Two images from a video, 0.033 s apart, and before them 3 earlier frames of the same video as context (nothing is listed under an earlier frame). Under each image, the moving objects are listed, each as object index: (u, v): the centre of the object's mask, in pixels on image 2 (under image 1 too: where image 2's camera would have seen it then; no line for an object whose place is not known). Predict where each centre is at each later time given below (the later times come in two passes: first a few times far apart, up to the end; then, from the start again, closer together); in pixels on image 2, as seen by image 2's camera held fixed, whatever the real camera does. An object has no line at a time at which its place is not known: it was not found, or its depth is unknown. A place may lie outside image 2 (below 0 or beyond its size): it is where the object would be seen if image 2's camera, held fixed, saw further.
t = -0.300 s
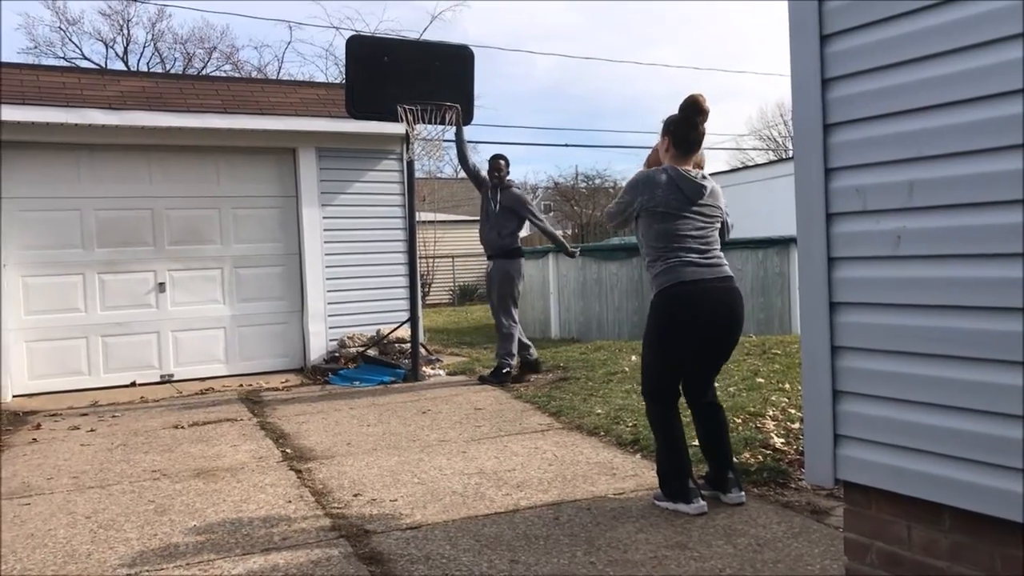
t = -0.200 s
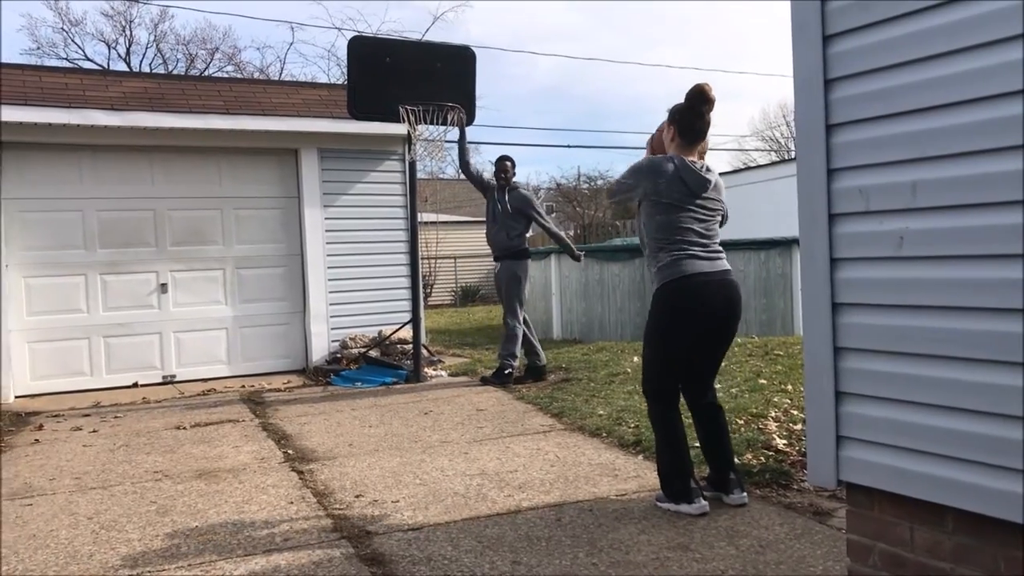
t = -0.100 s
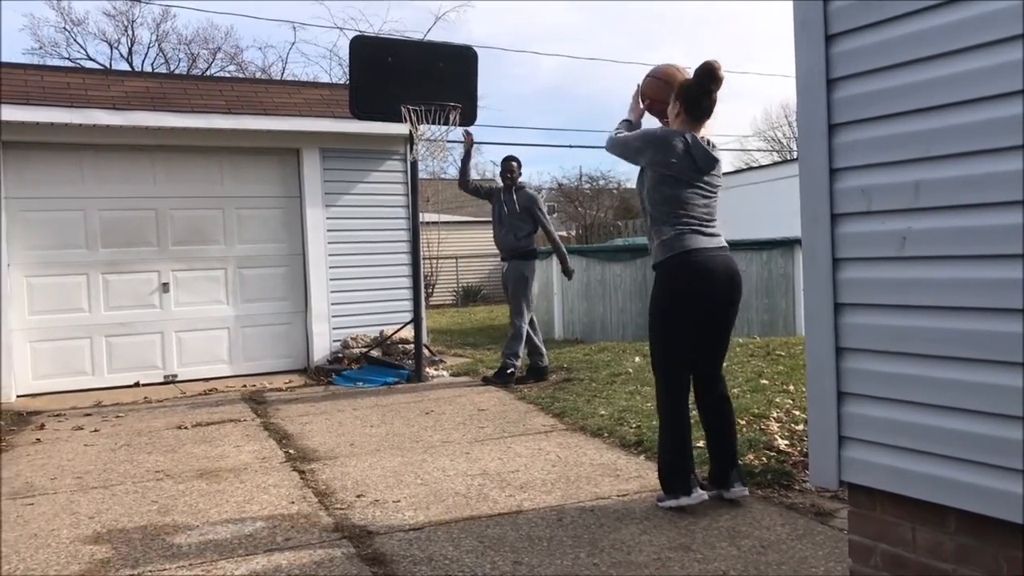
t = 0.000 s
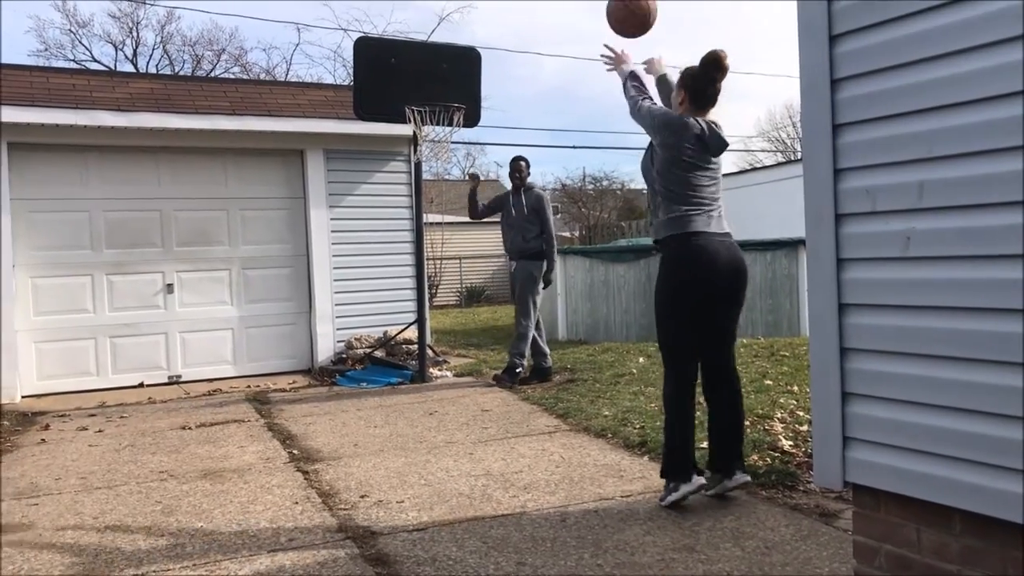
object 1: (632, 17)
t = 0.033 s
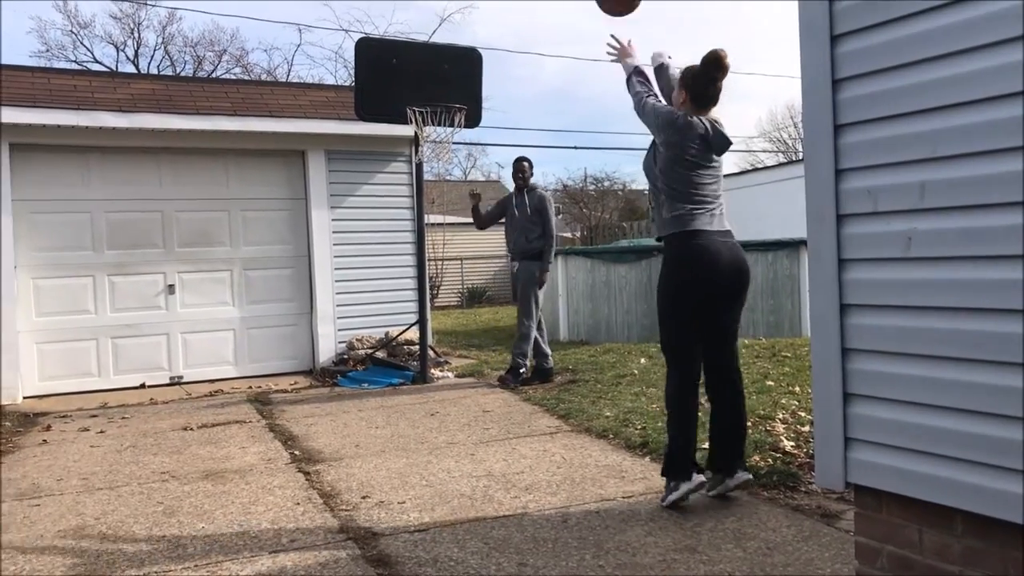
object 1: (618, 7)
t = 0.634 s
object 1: (467, 14)
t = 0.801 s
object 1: (446, 85)
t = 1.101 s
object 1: (402, 193)
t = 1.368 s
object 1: (371, 355)
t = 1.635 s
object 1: (338, 280)
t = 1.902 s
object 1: (306, 226)
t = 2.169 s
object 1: (274, 279)
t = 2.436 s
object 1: (240, 413)
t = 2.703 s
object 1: (181, 319)
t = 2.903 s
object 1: (136, 328)
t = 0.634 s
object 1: (467, 14)
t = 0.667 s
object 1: (463, 20)
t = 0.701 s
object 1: (458, 33)
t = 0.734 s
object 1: (454, 51)
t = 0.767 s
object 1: (450, 67)
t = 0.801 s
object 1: (446, 85)
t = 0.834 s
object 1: (443, 99)
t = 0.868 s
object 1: (439, 118)
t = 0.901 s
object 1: (432, 127)
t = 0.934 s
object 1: (422, 139)
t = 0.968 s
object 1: (417, 147)
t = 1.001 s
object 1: (413, 157)
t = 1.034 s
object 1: (409, 167)
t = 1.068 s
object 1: (406, 180)
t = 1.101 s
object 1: (402, 193)
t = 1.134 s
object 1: (398, 209)
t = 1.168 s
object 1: (393, 226)
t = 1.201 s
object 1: (390, 243)
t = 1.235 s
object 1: (386, 263)
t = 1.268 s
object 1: (382, 284)
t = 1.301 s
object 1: (378, 306)
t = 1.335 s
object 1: (375, 330)
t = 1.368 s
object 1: (371, 355)
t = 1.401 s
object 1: (367, 382)
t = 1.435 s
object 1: (363, 376)
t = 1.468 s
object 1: (359, 357)
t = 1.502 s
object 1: (355, 340)
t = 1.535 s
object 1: (351, 322)
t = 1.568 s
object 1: (346, 307)
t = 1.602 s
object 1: (343, 293)
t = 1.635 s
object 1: (338, 280)
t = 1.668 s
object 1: (334, 268)
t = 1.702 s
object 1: (330, 258)
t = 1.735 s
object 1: (326, 249)
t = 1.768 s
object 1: (322, 241)
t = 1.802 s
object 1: (318, 236)
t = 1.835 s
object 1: (314, 231)
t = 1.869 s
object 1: (310, 228)
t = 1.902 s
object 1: (306, 226)
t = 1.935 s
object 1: (302, 227)
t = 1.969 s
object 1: (297, 229)
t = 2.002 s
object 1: (293, 233)
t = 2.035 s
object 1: (289, 238)
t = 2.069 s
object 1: (285, 246)
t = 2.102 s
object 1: (281, 255)
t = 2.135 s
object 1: (277, 265)
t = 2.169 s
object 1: (274, 279)
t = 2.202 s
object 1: (270, 293)
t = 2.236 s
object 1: (266, 310)
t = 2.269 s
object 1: (262, 329)
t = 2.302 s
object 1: (258, 349)
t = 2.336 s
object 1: (254, 371)
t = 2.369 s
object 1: (251, 397)
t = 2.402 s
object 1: (246, 423)
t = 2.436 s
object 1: (240, 413)
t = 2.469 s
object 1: (233, 395)
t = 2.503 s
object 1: (225, 378)
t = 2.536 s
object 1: (218, 364)
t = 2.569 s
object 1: (210, 352)
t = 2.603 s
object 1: (203, 341)
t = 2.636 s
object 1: (196, 332)
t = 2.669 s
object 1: (189, 325)
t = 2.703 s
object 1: (181, 319)
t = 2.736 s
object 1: (174, 316)
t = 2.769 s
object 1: (166, 315)
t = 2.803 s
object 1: (159, 315)
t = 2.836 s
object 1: (151, 318)
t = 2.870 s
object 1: (144, 322)
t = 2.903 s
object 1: (136, 328)
